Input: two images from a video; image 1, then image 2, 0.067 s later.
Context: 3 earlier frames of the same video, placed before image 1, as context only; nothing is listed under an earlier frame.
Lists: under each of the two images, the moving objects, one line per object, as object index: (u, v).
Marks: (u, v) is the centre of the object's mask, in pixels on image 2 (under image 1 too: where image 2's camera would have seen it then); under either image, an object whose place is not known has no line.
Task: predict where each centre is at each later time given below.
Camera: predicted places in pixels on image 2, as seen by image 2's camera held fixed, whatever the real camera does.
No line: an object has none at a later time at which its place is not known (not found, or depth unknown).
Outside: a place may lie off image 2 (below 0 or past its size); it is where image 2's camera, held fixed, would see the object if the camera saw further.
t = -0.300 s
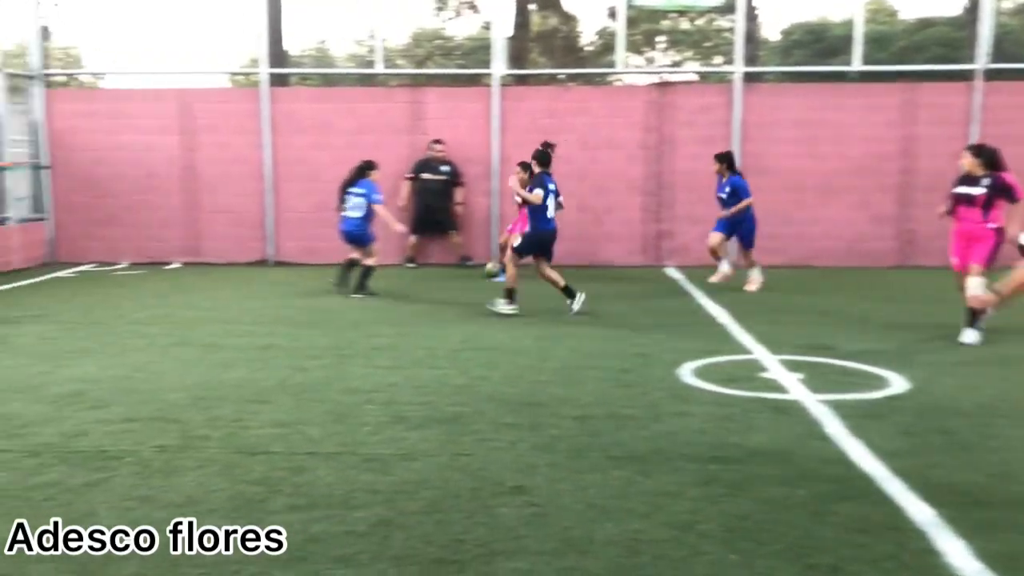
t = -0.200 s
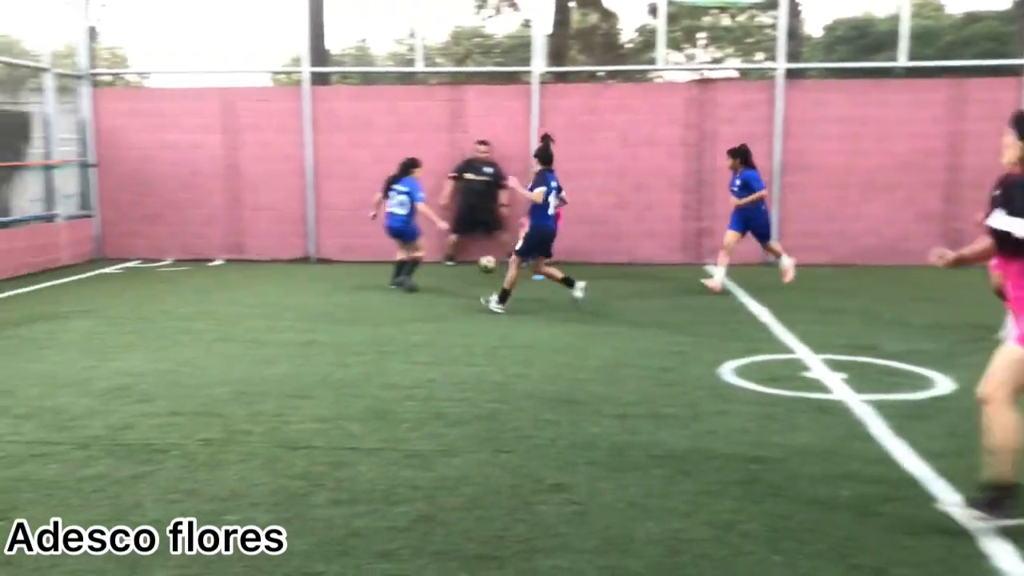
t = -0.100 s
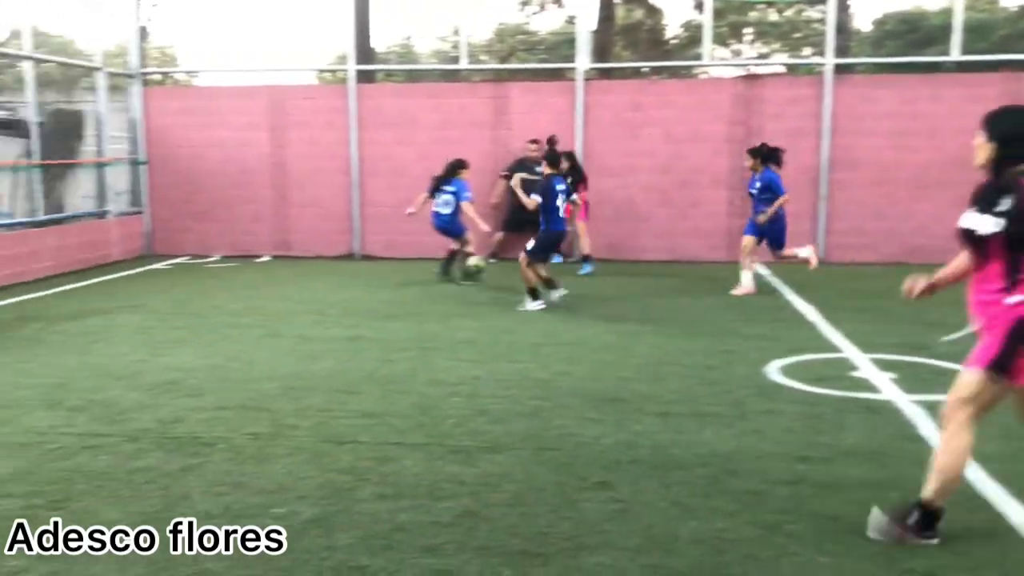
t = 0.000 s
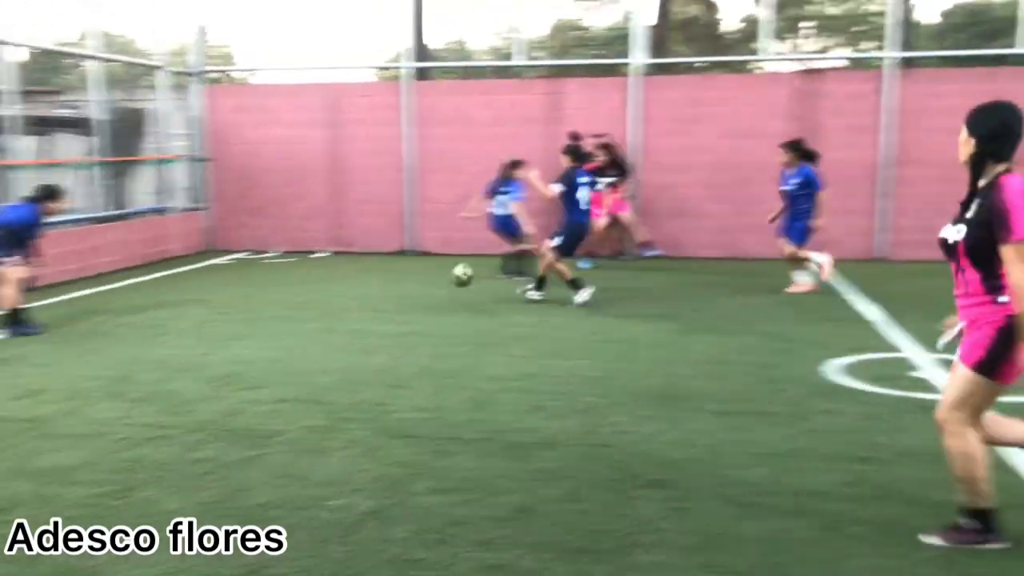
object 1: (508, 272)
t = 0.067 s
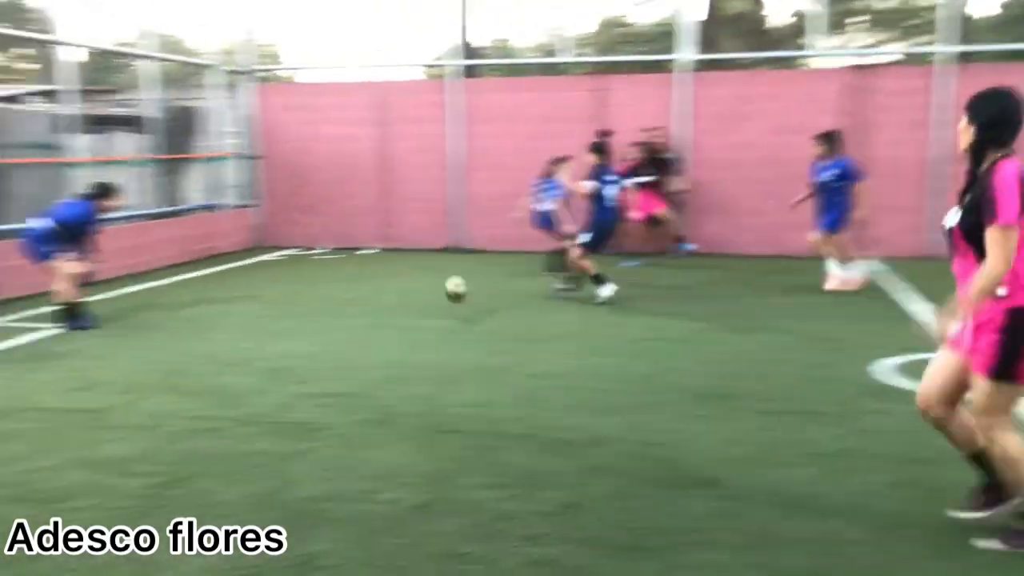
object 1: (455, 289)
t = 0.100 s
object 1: (425, 301)
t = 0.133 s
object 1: (395, 316)
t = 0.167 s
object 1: (362, 329)
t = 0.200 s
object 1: (331, 332)
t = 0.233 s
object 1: (298, 337)
